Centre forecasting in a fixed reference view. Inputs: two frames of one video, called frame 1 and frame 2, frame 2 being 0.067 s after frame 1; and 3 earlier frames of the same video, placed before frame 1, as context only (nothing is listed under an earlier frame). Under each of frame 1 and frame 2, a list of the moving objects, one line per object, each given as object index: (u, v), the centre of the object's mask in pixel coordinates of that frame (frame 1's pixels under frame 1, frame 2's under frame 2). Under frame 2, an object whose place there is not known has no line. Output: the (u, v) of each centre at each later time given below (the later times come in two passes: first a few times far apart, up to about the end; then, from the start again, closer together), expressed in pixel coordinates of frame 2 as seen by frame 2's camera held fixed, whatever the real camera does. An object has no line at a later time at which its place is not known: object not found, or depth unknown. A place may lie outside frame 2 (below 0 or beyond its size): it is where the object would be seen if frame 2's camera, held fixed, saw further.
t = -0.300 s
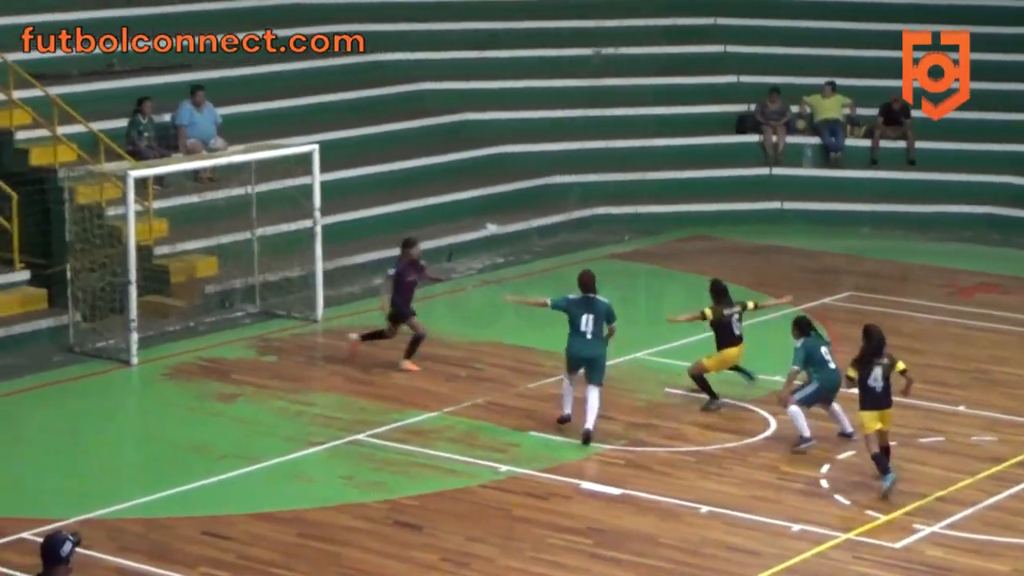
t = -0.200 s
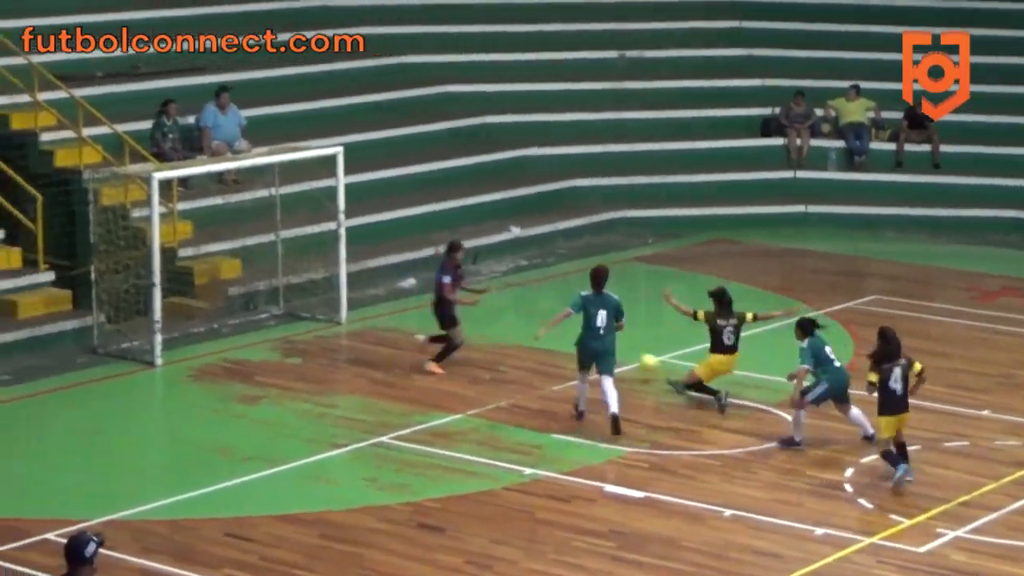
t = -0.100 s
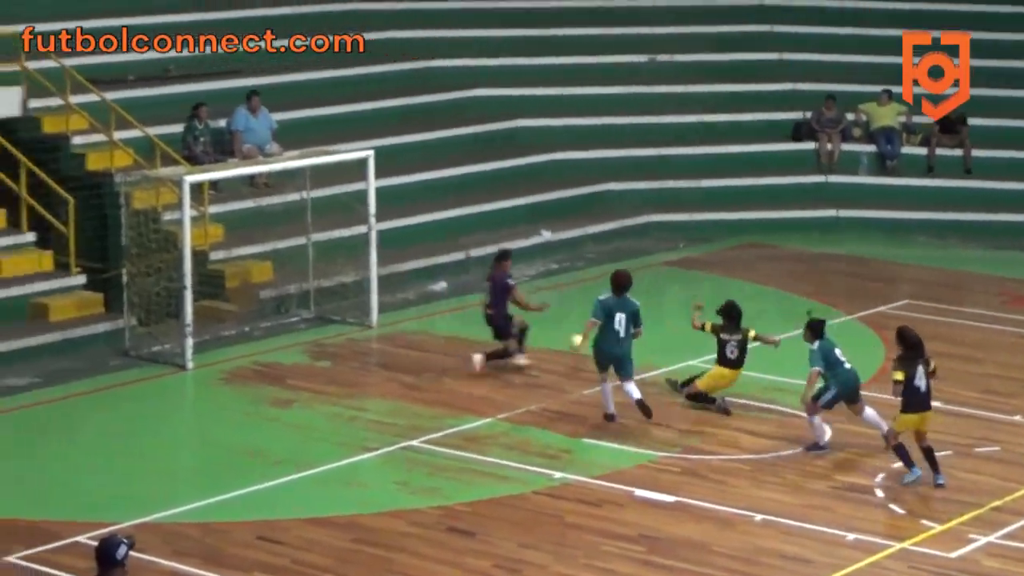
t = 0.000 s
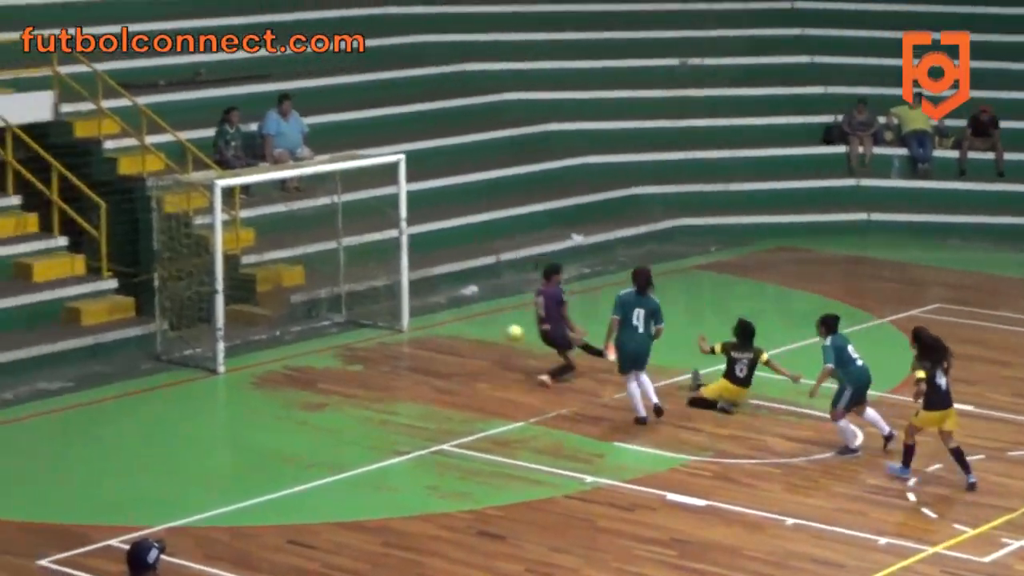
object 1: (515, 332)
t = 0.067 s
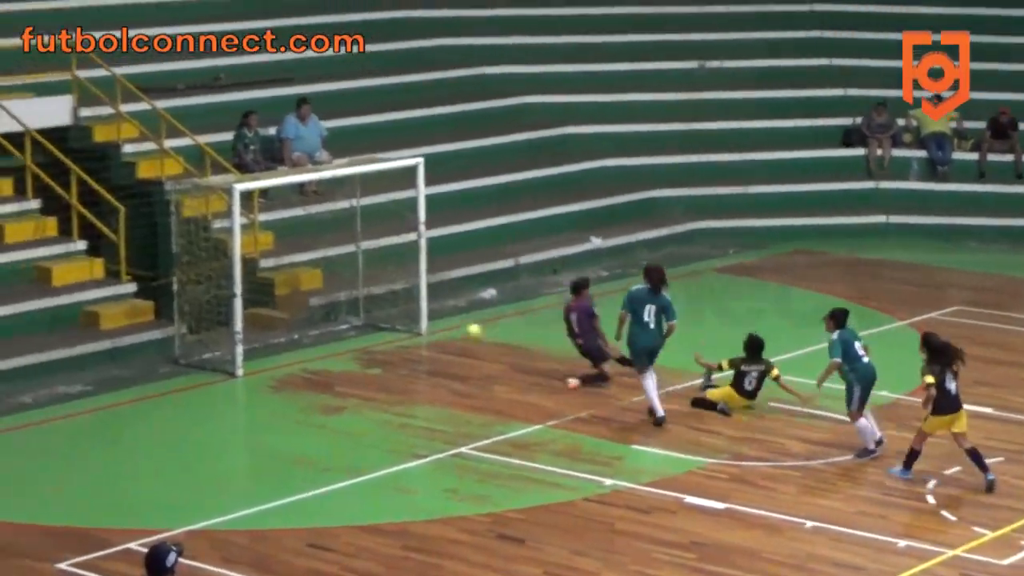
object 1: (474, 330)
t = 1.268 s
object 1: (243, 355)
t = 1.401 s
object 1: (227, 359)
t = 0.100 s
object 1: (444, 329)
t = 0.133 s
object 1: (414, 330)
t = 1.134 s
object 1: (249, 344)
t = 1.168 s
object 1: (248, 347)
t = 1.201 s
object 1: (247, 354)
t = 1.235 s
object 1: (245, 357)
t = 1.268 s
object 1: (243, 355)
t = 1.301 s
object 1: (242, 354)
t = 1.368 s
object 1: (229, 358)
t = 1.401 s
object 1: (227, 359)
